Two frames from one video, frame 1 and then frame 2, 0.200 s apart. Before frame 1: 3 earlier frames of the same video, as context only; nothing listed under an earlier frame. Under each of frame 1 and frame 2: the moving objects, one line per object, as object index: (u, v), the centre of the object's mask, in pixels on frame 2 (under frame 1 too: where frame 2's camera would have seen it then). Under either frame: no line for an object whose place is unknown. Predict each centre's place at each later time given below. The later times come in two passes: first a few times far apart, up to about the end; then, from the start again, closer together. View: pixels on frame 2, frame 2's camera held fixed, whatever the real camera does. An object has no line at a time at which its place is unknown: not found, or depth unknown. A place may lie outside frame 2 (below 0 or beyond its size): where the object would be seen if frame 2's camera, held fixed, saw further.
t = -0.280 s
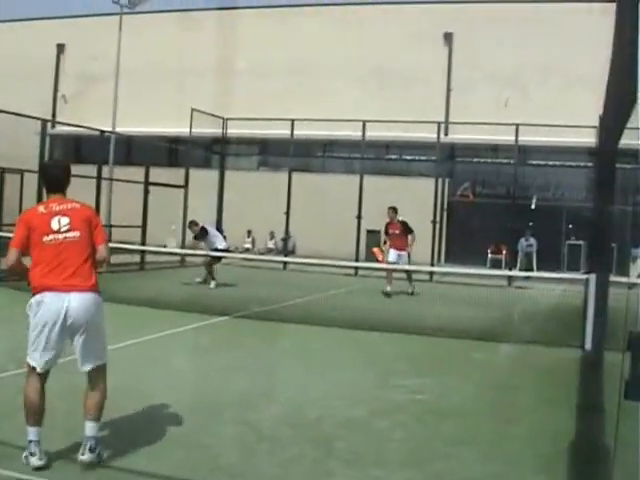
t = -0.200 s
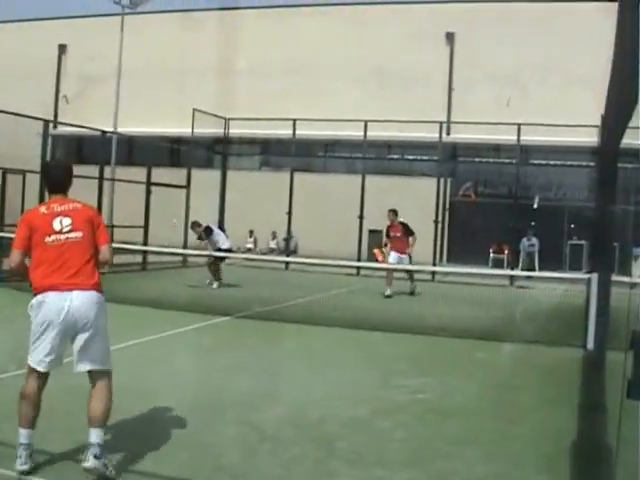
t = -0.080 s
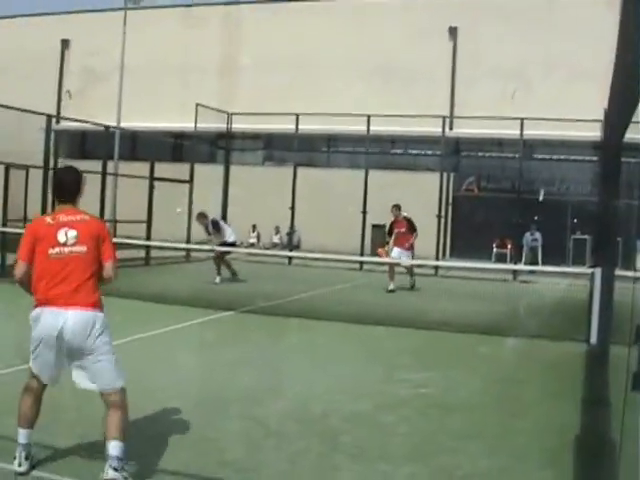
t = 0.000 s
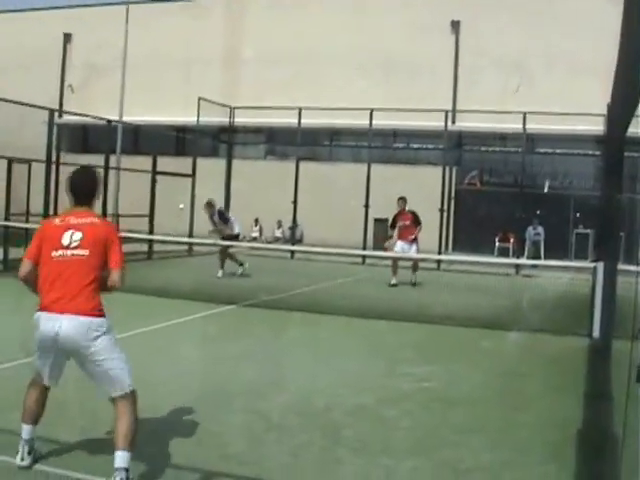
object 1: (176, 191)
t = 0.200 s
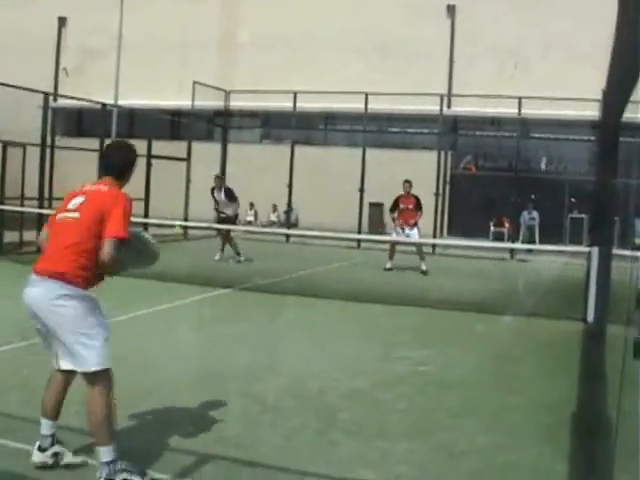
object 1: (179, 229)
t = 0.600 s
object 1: (199, 463)
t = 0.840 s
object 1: (268, 488)
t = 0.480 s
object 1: (183, 476)
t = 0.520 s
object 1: (187, 484)
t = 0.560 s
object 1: (193, 471)
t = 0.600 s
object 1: (199, 463)
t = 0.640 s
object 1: (207, 454)
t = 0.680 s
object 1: (214, 449)
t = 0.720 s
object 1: (224, 449)
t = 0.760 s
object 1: (236, 454)
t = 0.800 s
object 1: (250, 465)
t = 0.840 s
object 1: (268, 488)
